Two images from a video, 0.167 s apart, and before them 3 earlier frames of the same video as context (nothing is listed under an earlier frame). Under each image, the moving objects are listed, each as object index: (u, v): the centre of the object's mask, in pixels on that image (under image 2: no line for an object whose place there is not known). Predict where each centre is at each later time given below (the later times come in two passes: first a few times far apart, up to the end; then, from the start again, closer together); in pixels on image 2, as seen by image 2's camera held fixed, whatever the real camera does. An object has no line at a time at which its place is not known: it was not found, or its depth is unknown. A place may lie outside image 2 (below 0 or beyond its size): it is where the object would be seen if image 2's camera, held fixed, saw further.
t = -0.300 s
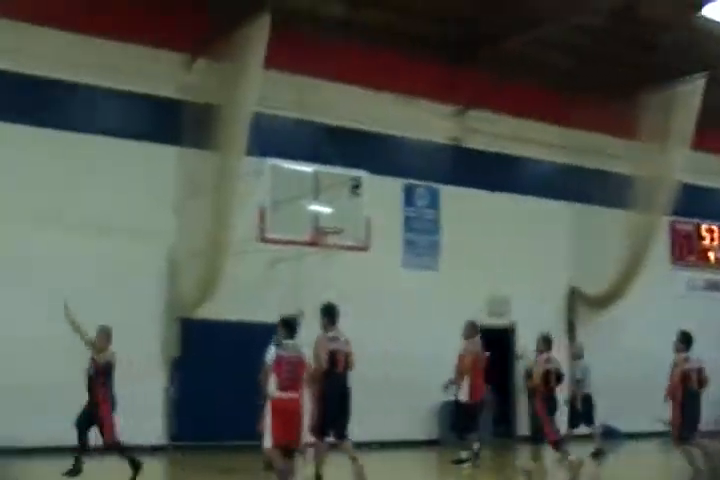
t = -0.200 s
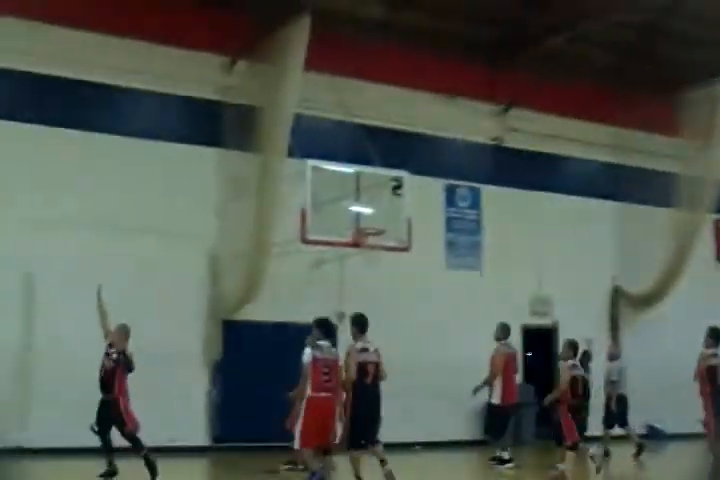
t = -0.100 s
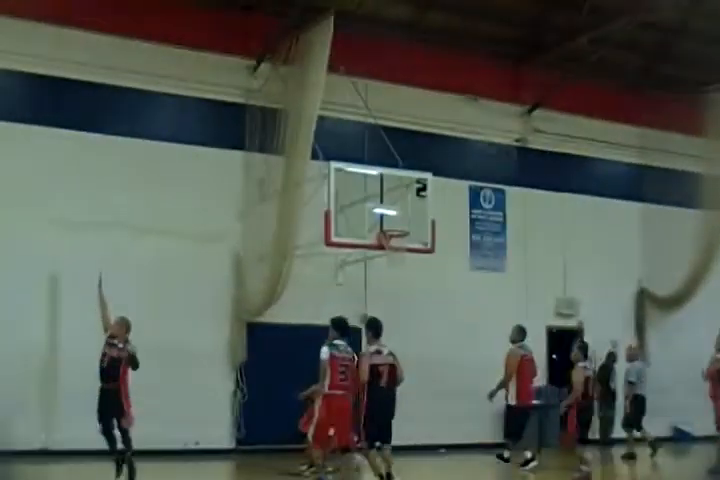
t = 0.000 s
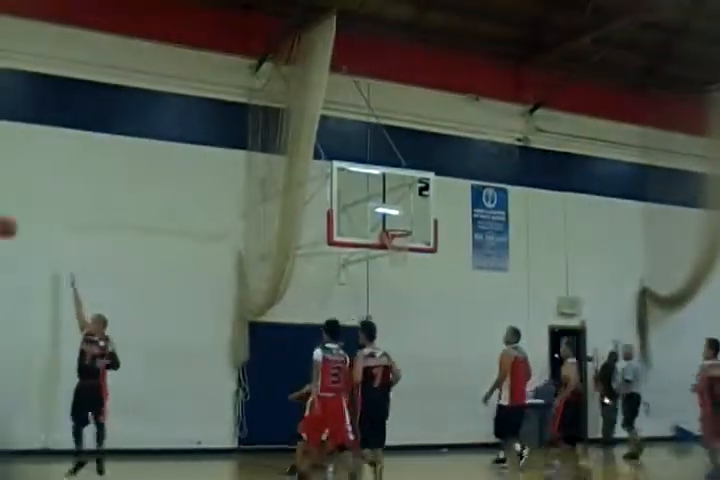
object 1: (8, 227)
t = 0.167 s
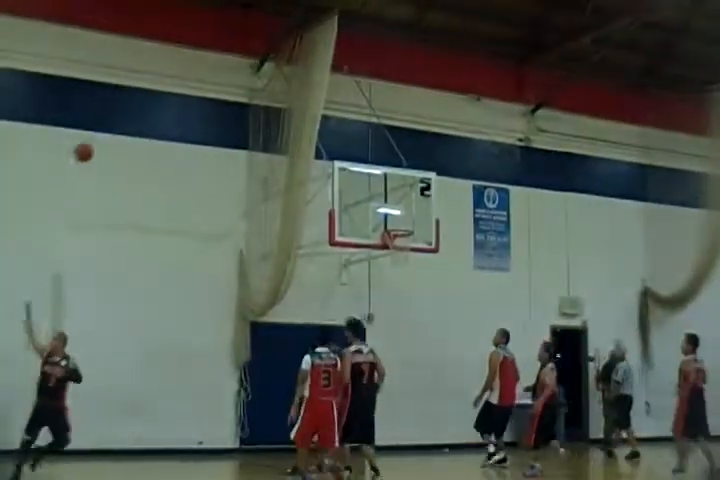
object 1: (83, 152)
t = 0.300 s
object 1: (136, 112)
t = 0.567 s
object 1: (228, 91)
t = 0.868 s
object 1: (315, 127)
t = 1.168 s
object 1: (392, 223)
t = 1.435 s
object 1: (405, 256)
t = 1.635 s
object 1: (402, 289)
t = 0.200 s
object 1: (97, 140)
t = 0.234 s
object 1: (110, 130)
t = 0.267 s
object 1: (122, 120)
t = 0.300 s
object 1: (136, 112)
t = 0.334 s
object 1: (148, 105)
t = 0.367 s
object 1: (160, 101)
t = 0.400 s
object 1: (165, 101)
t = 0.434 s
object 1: (183, 93)
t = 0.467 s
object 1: (196, 89)
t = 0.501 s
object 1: (207, 90)
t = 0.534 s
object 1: (217, 91)
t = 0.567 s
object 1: (228, 91)
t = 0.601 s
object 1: (243, 90)
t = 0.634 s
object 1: (249, 91)
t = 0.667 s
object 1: (261, 96)
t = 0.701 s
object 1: (273, 101)
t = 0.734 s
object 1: (279, 105)
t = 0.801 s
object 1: (299, 114)
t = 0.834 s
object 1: (309, 123)
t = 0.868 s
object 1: (315, 127)
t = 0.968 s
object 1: (343, 153)
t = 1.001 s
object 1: (351, 163)
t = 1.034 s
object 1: (359, 174)
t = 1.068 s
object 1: (368, 185)
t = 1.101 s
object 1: (376, 199)
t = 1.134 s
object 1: (385, 210)
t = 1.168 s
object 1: (392, 223)
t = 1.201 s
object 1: (398, 236)
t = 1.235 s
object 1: (402, 244)
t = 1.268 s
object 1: (407, 251)
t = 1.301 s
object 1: (407, 253)
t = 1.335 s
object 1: (407, 252)
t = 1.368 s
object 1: (406, 253)
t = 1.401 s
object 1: (406, 253)
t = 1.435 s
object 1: (405, 256)
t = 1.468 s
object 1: (405, 258)
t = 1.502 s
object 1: (405, 264)
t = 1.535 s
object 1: (404, 268)
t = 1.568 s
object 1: (403, 275)
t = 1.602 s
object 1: (403, 282)
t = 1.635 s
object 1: (402, 289)
